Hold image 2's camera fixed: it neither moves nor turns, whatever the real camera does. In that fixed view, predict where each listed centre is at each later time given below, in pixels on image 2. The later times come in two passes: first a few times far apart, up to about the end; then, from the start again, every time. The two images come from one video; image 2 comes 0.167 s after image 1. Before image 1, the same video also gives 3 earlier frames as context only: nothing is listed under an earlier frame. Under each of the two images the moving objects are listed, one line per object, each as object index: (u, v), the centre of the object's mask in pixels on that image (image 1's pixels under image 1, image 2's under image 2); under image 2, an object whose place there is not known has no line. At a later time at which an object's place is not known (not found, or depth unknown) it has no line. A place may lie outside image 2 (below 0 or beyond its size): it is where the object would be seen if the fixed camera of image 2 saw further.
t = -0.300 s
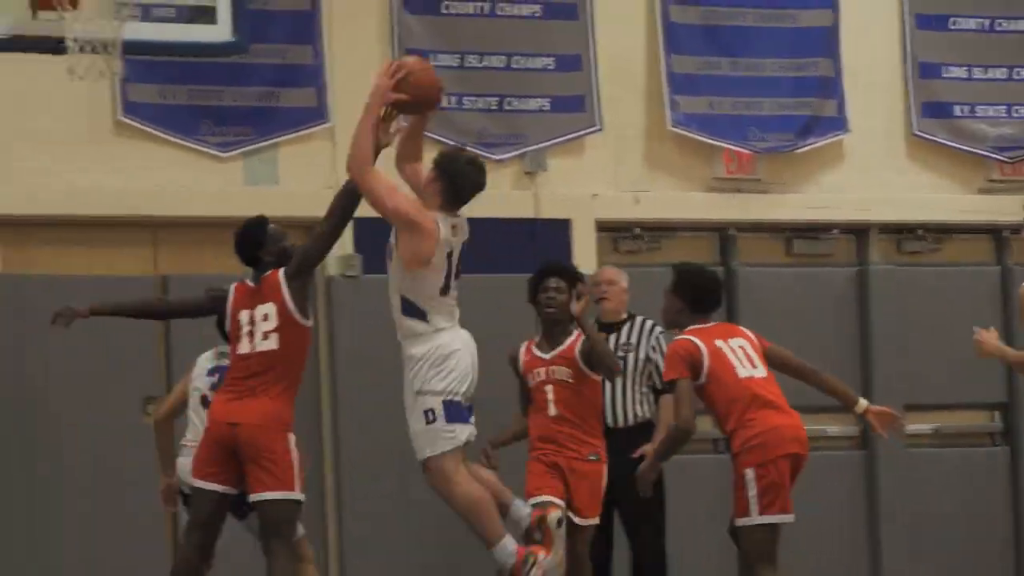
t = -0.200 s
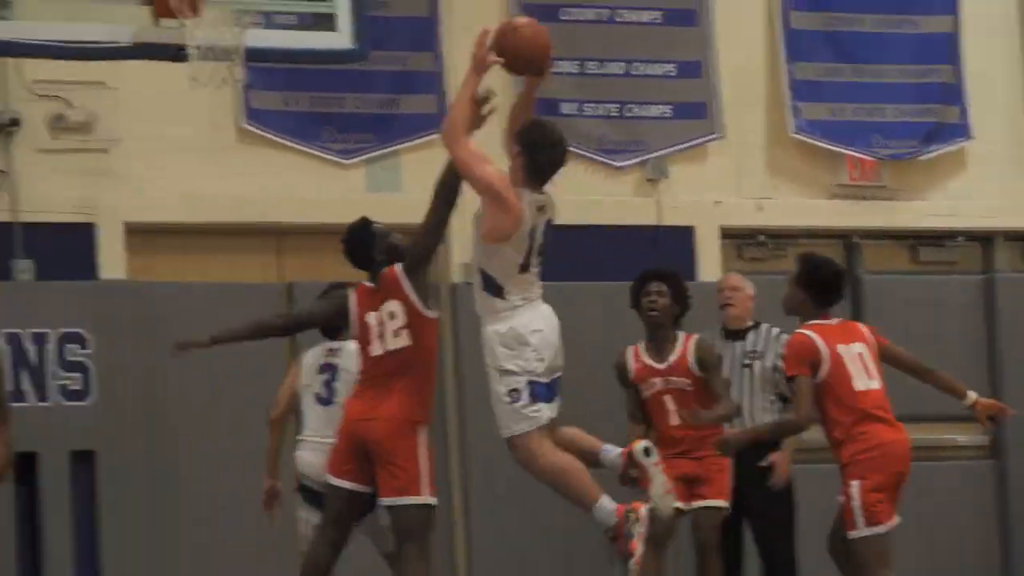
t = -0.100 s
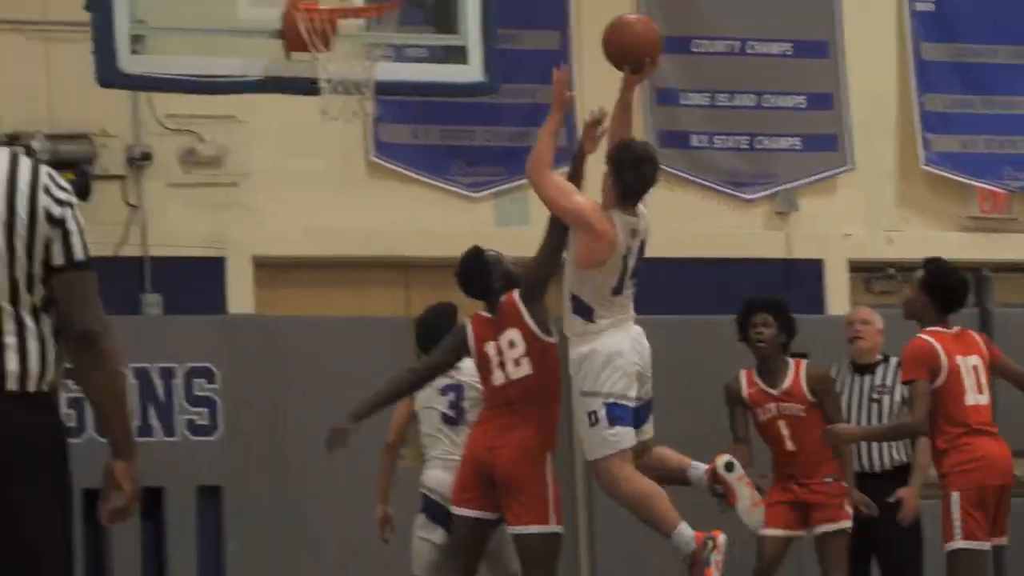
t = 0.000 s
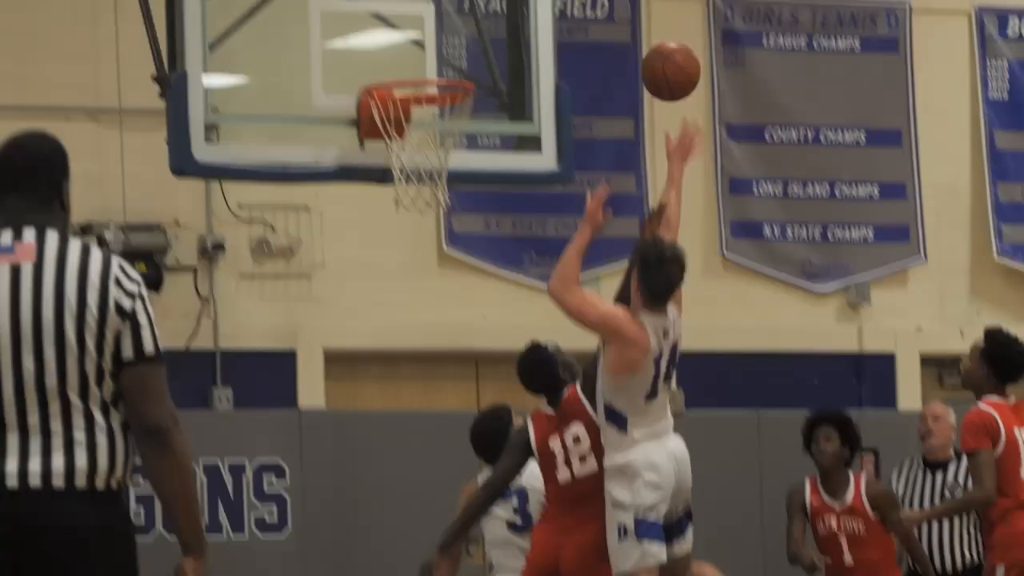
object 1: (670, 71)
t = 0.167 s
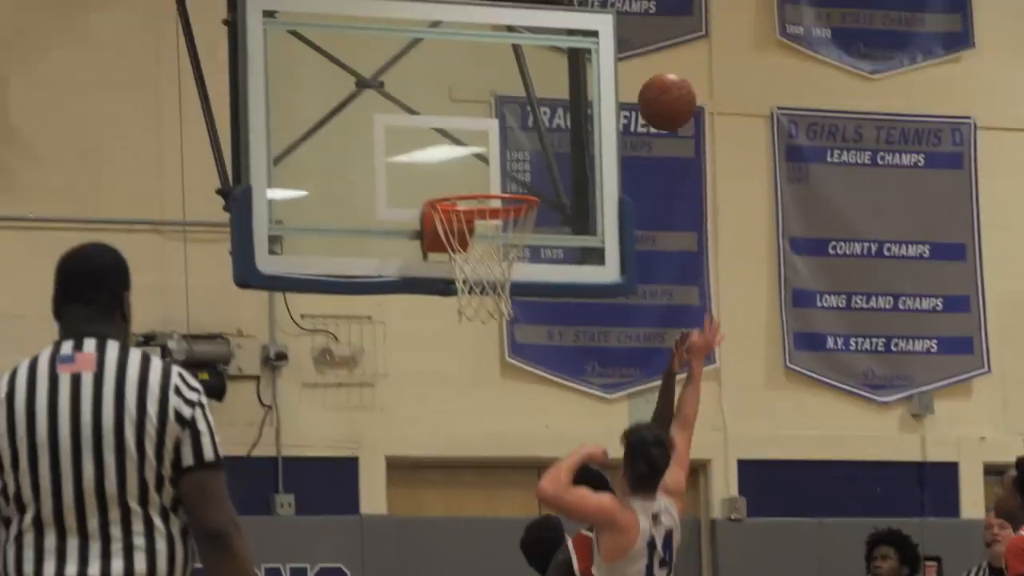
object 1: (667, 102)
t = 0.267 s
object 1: (629, 84)
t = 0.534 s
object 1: (535, 153)
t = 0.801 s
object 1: (472, 212)
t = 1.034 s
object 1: (487, 284)
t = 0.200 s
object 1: (654, 93)
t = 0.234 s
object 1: (641, 87)
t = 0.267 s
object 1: (629, 84)
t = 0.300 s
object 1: (616, 84)
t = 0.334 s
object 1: (604, 86)
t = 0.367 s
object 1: (592, 91)
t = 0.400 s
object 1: (581, 98)
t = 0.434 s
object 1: (570, 108)
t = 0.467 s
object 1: (558, 120)
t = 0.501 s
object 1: (546, 135)
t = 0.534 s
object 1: (535, 153)
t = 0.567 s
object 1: (524, 171)
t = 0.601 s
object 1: (516, 170)
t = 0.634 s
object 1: (507, 171)
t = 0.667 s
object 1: (499, 173)
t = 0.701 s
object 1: (490, 176)
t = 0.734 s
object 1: (482, 192)
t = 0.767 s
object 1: (475, 203)
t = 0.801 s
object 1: (472, 212)
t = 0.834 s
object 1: (471, 218)
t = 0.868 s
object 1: (474, 225)
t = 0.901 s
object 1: (477, 234)
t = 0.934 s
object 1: (480, 248)
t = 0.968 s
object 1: (483, 262)
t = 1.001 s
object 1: (485, 273)
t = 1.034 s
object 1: (487, 284)
